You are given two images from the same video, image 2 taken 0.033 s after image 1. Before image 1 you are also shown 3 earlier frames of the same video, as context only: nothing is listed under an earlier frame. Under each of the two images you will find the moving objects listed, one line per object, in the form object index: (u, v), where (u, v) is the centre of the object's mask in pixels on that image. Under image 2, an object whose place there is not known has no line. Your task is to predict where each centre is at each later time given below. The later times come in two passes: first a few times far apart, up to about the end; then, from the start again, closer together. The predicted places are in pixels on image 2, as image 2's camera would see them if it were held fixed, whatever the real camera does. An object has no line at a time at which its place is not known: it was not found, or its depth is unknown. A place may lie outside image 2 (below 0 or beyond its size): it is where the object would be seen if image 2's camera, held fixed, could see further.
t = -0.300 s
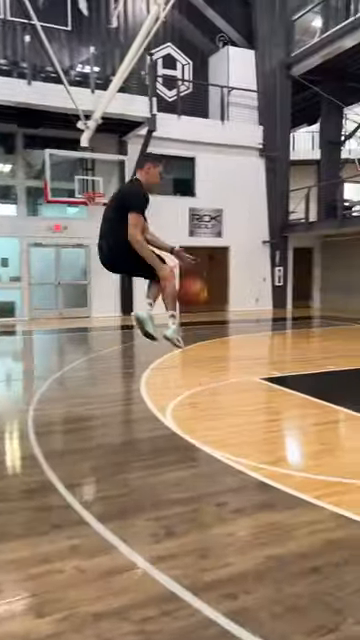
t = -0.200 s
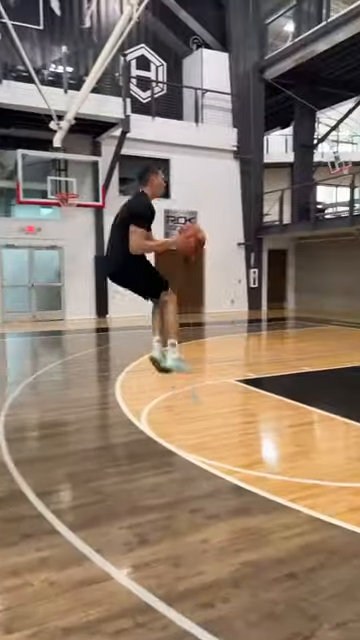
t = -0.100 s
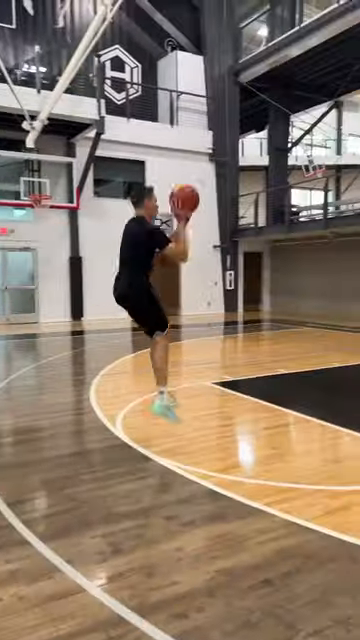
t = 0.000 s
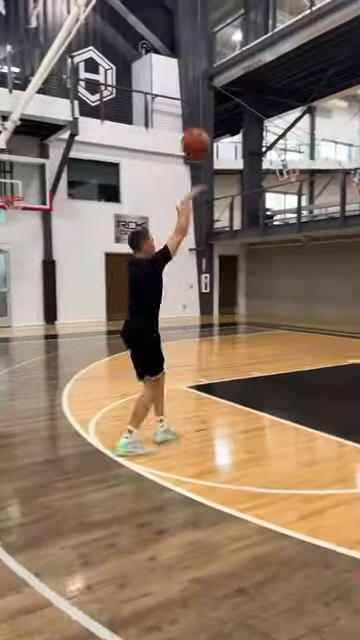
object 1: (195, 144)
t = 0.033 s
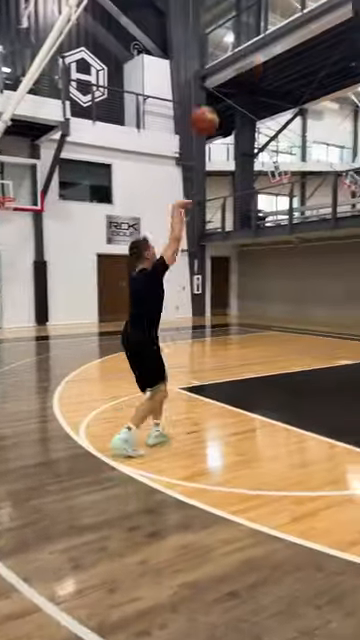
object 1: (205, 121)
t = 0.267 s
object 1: (301, 20)
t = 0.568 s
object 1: (391, -3)
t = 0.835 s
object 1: (453, 44)
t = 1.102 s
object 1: (498, 132)
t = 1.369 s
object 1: (479, 169)
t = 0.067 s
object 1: (219, 102)
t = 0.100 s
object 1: (234, 84)
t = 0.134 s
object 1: (248, 68)
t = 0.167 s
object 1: (262, 53)
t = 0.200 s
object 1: (276, 40)
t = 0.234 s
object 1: (288, 30)
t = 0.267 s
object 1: (301, 20)
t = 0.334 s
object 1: (323, 5)
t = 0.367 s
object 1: (335, 1)
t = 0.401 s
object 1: (345, -2)
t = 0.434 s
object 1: (355, -5)
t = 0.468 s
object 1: (366, -9)
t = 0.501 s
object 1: (374, -7)
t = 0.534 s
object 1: (384, -5)
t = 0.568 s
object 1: (391, -3)
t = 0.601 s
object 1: (401, -1)
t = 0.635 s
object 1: (409, 4)
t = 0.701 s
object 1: (424, 15)
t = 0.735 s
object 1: (431, 21)
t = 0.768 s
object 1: (439, 26)
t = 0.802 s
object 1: (445, 36)
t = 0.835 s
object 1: (453, 44)
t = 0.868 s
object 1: (459, 53)
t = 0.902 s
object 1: (465, 63)
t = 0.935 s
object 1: (471, 73)
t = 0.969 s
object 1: (476, 84)
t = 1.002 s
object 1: (482, 95)
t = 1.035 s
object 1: (488, 107)
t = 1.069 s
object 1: (493, 119)
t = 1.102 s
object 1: (498, 132)
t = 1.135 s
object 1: (500, 144)
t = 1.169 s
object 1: (494, 151)
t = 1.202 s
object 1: (488, 162)
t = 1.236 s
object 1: (480, 171)
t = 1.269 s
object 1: (477, 173)
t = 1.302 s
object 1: (478, 171)
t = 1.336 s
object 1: (478, 168)
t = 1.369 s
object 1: (479, 169)
